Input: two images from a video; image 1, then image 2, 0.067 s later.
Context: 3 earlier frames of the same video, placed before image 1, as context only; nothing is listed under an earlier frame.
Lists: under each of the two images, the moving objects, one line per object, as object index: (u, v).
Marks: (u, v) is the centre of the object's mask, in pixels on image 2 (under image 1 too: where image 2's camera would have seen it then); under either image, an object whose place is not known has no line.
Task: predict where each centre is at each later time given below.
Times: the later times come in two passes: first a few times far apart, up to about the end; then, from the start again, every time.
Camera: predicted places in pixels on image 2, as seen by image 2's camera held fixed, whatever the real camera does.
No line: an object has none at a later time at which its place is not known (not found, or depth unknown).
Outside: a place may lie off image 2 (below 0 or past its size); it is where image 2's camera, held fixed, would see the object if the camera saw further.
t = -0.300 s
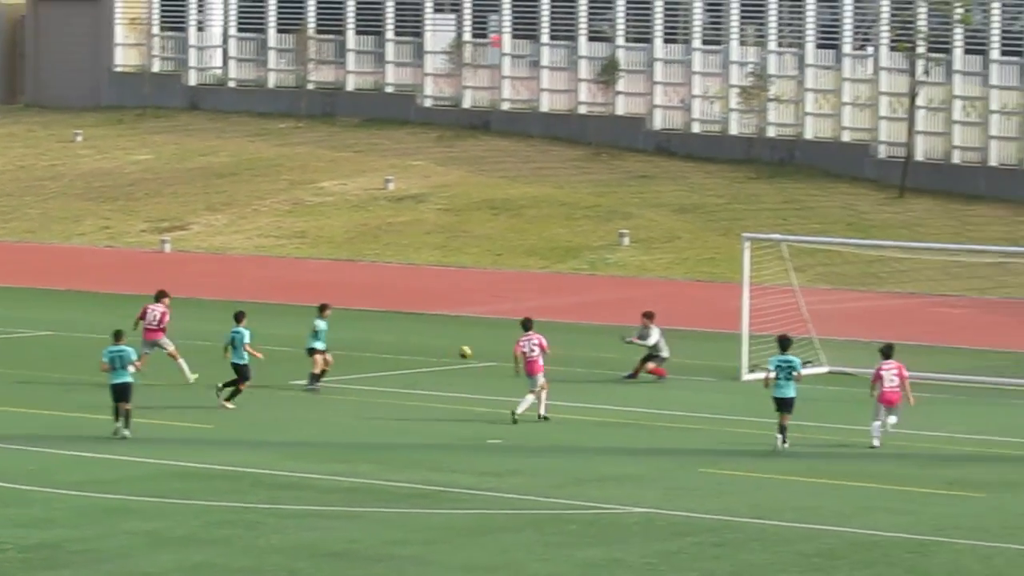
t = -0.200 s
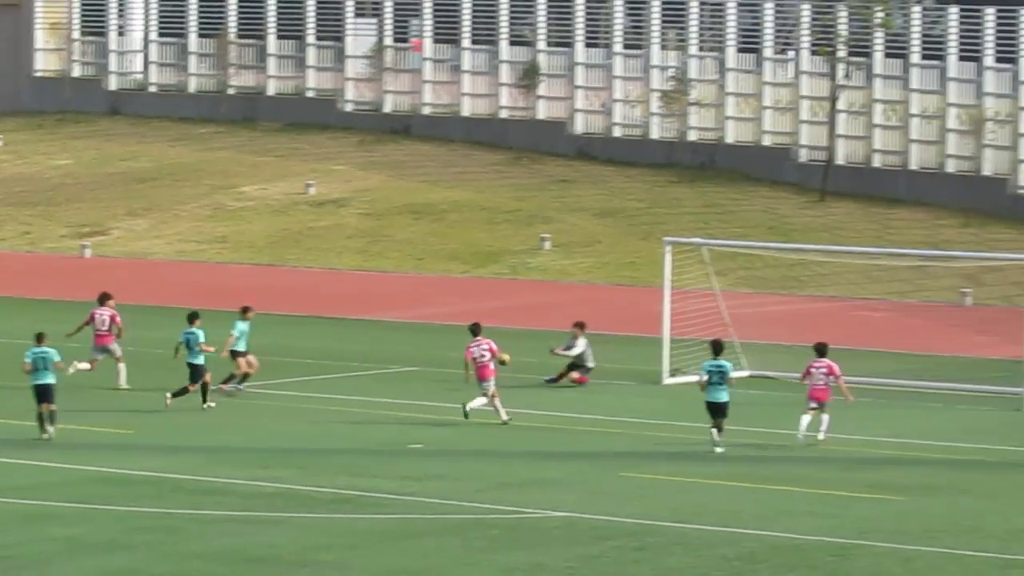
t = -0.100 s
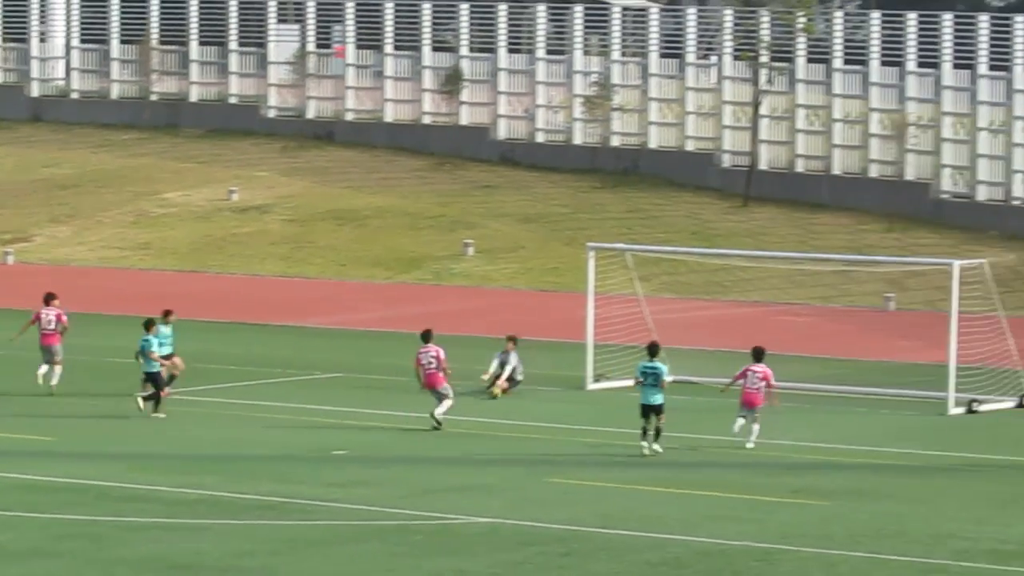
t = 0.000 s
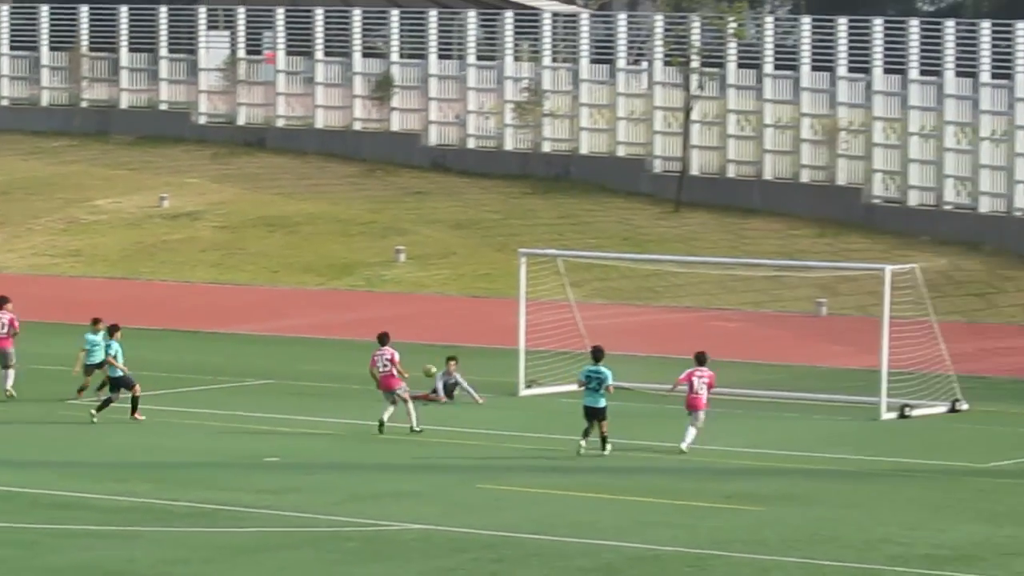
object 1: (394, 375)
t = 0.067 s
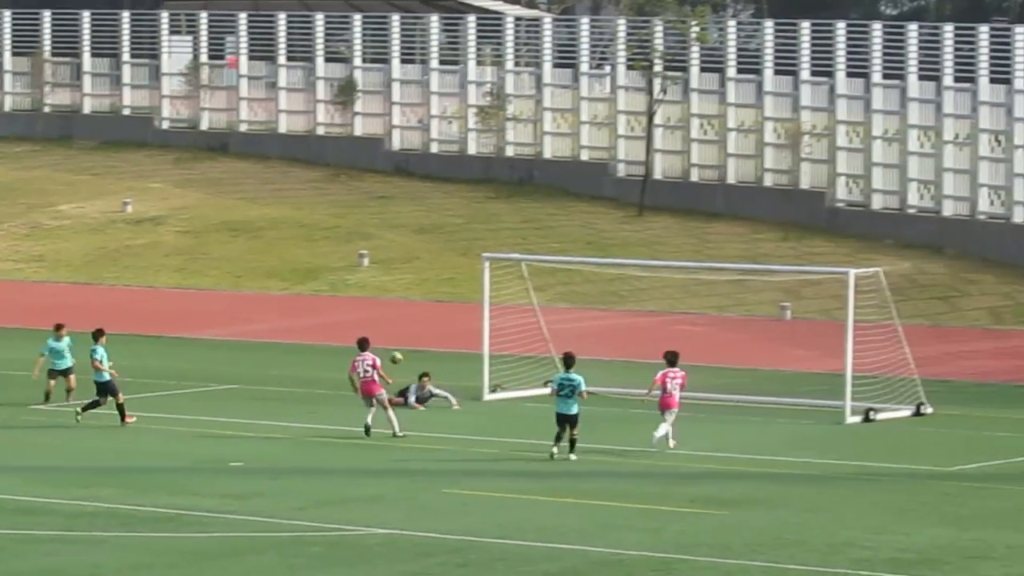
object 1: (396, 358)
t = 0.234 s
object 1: (398, 324)
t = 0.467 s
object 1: (405, 304)
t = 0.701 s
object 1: (414, 318)
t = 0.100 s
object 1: (396, 350)
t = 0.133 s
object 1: (397, 343)
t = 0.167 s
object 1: (397, 335)
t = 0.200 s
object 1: (397, 329)
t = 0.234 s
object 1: (398, 324)
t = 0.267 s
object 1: (398, 319)
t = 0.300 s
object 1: (399, 316)
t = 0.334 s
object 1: (401, 312)
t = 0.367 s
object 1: (402, 309)
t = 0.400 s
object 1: (403, 306)
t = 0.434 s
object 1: (404, 305)
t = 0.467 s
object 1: (405, 304)
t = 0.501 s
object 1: (407, 304)
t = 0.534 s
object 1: (408, 305)
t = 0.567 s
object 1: (409, 306)
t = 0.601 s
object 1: (410, 308)
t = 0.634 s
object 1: (411, 311)
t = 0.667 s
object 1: (412, 314)
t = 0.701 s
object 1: (414, 318)
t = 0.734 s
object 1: (415, 322)
